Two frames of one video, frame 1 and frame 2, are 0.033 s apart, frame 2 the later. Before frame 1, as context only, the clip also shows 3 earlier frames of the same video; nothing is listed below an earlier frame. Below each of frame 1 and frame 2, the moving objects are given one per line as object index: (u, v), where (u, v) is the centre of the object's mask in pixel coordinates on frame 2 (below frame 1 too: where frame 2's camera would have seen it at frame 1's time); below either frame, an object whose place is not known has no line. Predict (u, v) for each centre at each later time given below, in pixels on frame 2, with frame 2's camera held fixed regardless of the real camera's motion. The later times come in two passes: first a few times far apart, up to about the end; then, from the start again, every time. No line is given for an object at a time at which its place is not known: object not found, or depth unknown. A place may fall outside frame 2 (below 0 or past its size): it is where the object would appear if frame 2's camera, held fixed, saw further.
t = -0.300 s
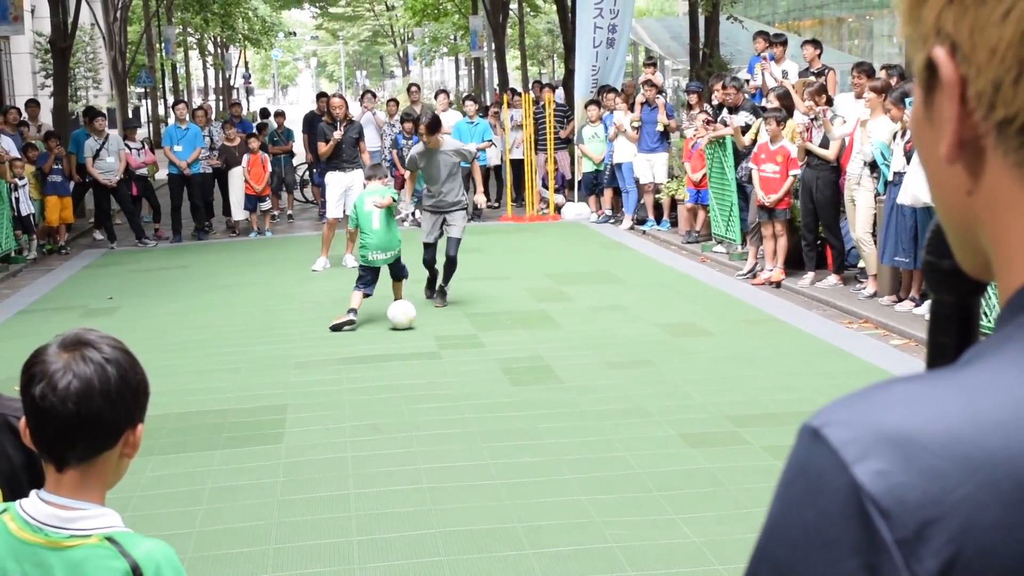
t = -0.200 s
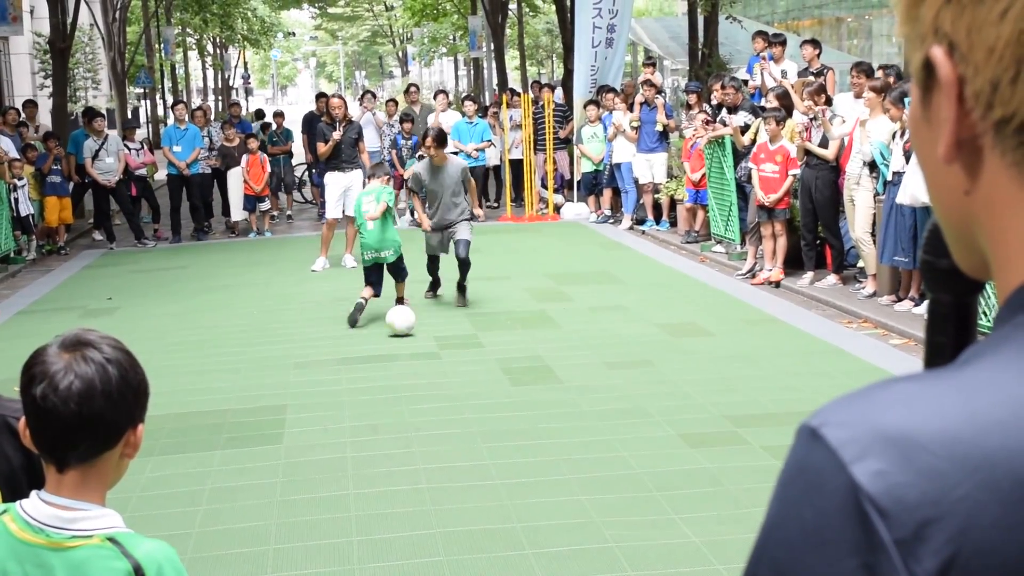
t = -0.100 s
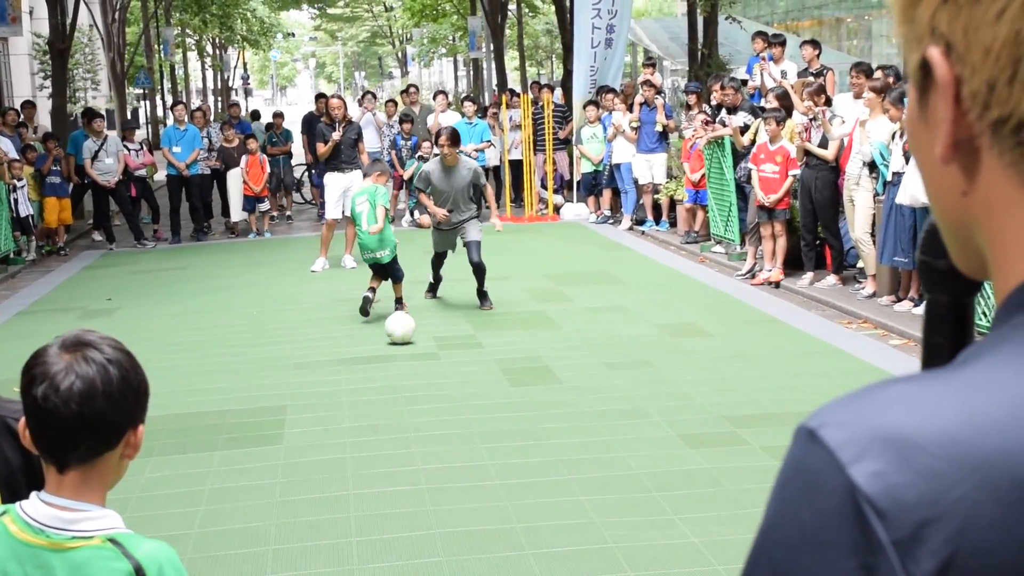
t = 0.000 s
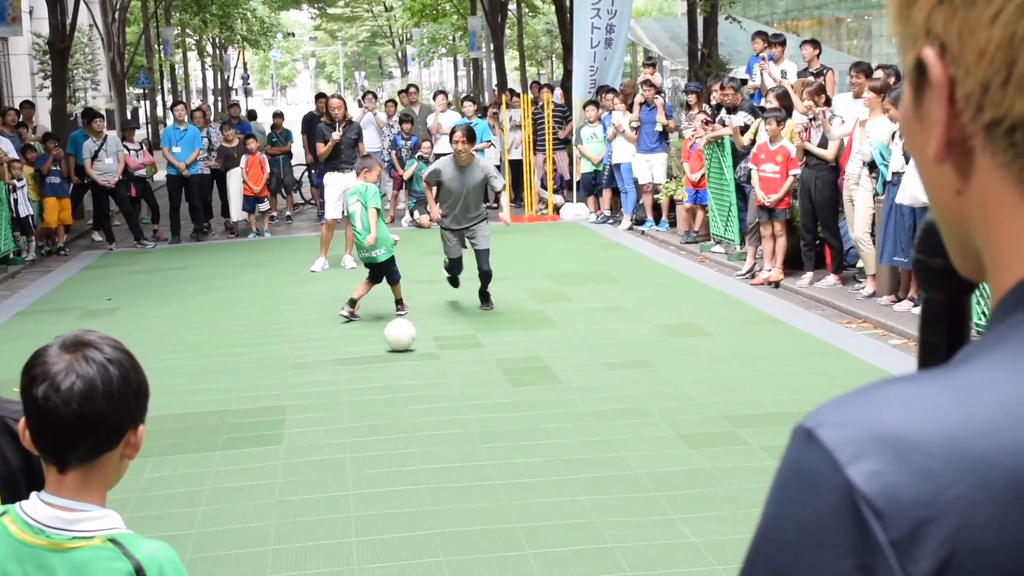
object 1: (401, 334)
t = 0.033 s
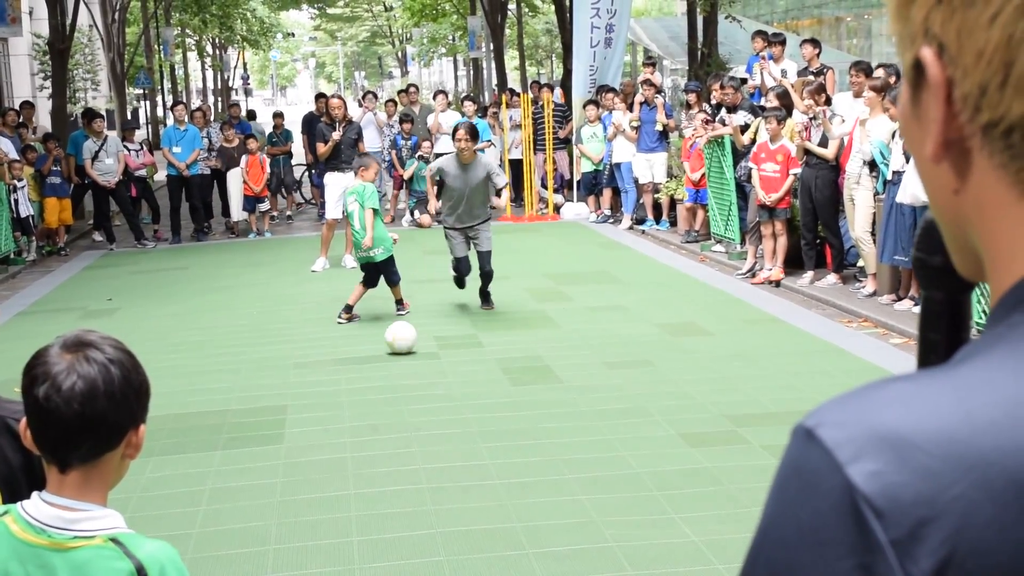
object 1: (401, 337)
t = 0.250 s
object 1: (403, 355)
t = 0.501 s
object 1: (408, 379)
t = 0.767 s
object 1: (415, 408)
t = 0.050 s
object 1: (401, 338)
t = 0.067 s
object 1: (401, 340)
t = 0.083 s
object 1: (401, 341)
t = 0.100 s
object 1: (401, 343)
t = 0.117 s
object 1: (401, 344)
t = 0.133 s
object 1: (402, 345)
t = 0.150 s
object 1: (402, 347)
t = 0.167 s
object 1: (402, 348)
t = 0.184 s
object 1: (403, 349)
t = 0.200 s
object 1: (403, 350)
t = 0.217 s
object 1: (403, 352)
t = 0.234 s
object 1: (403, 353)
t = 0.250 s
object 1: (403, 355)
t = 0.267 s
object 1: (403, 356)
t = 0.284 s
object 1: (404, 357)
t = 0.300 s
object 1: (404, 358)
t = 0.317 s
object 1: (404, 361)
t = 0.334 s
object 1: (405, 363)
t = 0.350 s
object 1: (405, 364)
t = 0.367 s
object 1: (405, 365)
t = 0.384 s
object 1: (406, 367)
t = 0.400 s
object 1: (406, 369)
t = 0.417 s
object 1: (406, 370)
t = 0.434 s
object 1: (407, 372)
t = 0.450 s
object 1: (407, 374)
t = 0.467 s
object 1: (407, 376)
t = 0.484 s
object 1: (408, 377)
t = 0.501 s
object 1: (408, 379)
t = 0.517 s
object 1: (409, 381)
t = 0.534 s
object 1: (409, 383)
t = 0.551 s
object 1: (410, 384)
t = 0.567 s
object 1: (410, 387)
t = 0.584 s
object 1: (410, 388)
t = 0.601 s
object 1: (411, 390)
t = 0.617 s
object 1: (411, 392)
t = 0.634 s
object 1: (412, 394)
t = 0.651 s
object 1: (412, 395)
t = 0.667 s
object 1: (413, 397)
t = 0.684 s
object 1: (413, 399)
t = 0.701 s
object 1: (413, 401)
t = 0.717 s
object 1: (414, 402)
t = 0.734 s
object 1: (414, 403)
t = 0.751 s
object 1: (415, 405)
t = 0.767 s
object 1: (415, 408)
